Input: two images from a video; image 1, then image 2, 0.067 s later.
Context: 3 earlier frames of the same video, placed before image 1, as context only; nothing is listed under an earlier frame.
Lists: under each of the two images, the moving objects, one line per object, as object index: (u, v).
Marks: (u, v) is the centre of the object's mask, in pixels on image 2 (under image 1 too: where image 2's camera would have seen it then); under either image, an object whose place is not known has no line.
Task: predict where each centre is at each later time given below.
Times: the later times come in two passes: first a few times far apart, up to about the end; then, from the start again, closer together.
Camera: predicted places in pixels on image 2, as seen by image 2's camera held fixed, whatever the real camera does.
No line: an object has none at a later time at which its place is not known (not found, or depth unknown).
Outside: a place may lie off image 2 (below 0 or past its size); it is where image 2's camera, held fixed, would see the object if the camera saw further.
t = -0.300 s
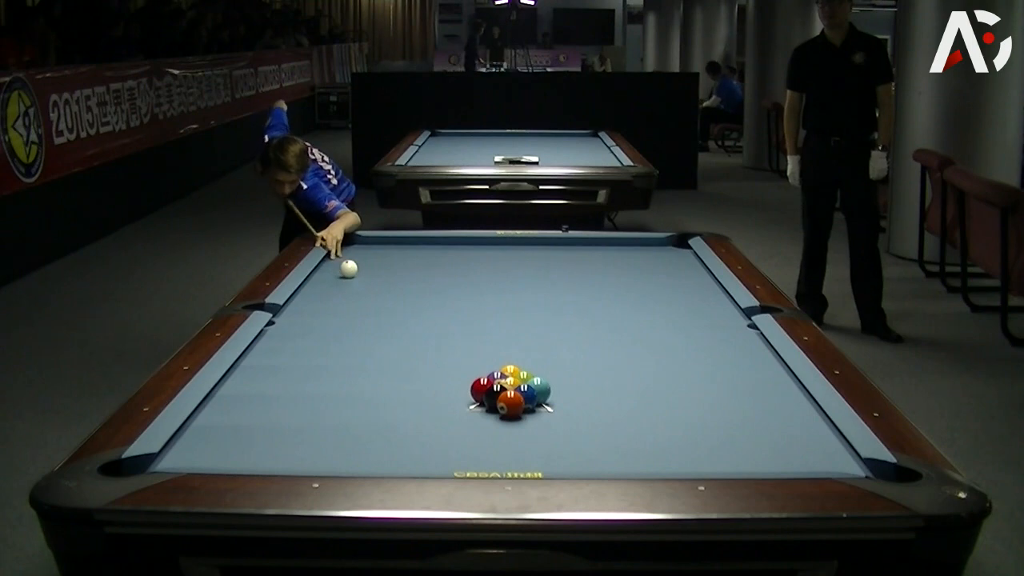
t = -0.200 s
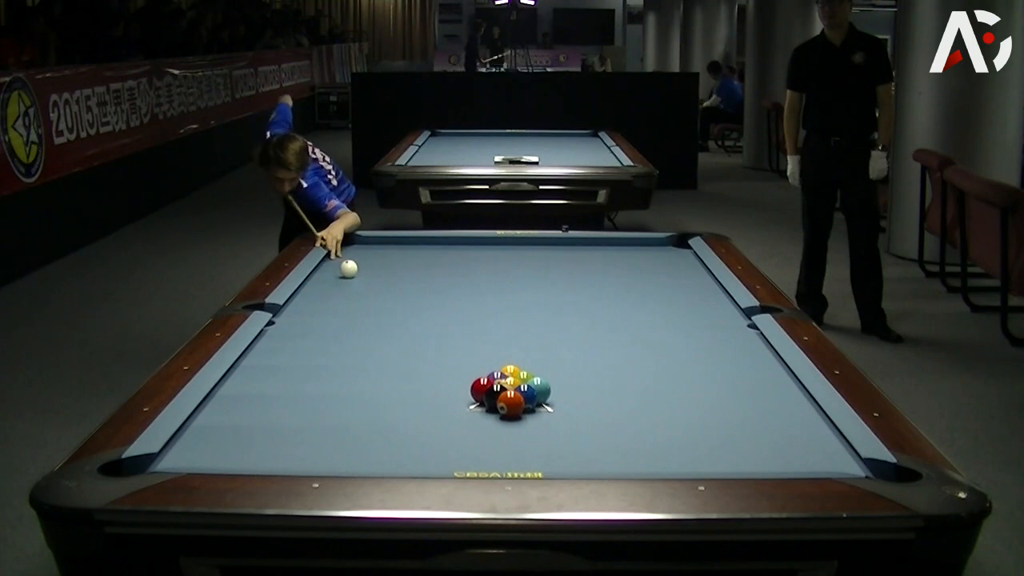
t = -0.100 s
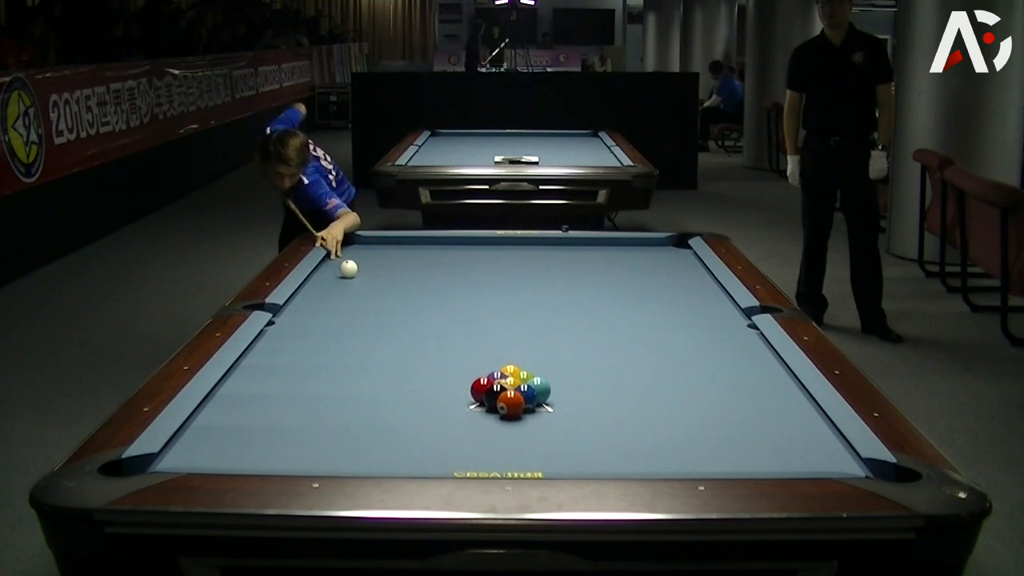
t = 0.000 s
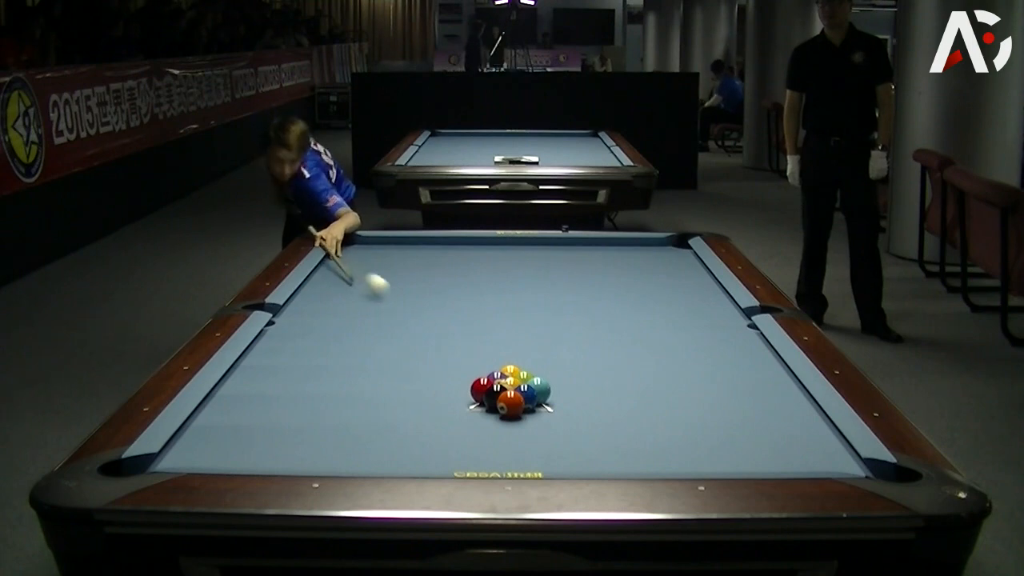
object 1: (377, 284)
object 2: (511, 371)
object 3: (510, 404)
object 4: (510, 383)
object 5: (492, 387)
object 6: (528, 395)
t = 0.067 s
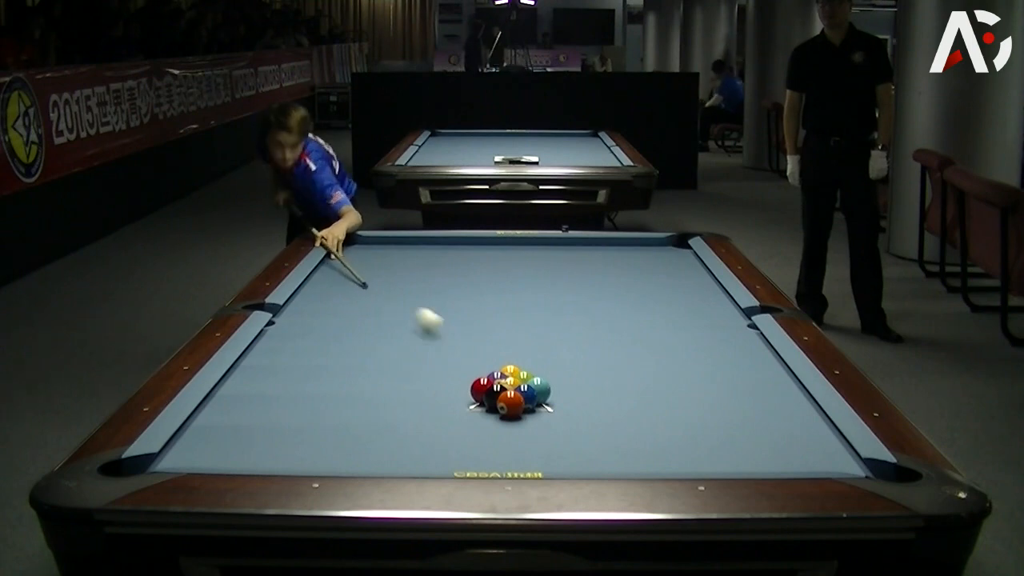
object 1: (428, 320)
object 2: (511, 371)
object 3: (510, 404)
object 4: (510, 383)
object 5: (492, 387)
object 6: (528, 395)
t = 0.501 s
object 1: (429, 357)
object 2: (609, 345)
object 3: (441, 442)
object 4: (500, 392)
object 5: (341, 439)
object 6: (557, 429)
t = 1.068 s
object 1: (375, 373)
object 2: (711, 306)
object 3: (544, 411)
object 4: (491, 394)
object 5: (291, 444)
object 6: (607, 462)
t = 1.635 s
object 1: (465, 353)
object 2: (667, 279)
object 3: (623, 386)
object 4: (491, 394)
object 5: (450, 446)
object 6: (631, 443)
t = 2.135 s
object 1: (551, 332)
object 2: (622, 261)
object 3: (678, 369)
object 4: (490, 395)
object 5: (581, 447)
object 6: (648, 427)
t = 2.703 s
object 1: (629, 312)
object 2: (580, 245)
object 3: (728, 353)
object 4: (490, 395)
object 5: (715, 448)
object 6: (662, 414)
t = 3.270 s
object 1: (690, 296)
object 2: (542, 245)
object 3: (751, 341)
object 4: (490, 395)
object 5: (833, 448)
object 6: (673, 405)
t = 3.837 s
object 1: (698, 285)
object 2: (507, 251)
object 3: (730, 335)
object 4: (490, 395)
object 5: (785, 449)
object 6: (681, 401)
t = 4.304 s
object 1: (676, 278)
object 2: (479, 256)
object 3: (717, 331)
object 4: (490, 395)
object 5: (750, 450)
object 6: (684, 399)
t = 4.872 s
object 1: (655, 272)
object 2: (450, 261)
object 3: (706, 328)
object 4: (490, 395)
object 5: (720, 451)
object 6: (685, 399)
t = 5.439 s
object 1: (641, 268)
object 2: (425, 266)
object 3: (701, 326)
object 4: (490, 394)
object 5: (703, 451)
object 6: (685, 399)
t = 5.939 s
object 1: (632, 265)
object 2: (408, 269)
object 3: (700, 326)
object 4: (491, 394)
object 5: (699, 451)
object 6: (685, 398)
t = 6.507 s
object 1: (626, 262)
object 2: (392, 272)
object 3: (700, 326)
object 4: (490, 395)
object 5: (699, 451)
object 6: (685, 398)
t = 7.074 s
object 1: (623, 262)
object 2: (382, 274)
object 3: (700, 326)
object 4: (490, 395)
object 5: (699, 451)
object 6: (685, 398)
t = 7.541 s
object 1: (623, 261)
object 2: (379, 275)
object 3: (700, 326)
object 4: (490, 395)
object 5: (699, 451)
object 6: (685, 398)
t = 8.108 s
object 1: (623, 261)
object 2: (379, 275)
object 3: (700, 326)
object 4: (490, 395)
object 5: (699, 451)
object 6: (685, 398)
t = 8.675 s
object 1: (623, 261)
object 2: (379, 275)
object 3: (700, 326)
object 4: (490, 395)
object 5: (699, 451)
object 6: (685, 399)
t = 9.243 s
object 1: (623, 261)
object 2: (378, 275)
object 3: (700, 326)
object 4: (490, 395)
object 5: (699, 451)
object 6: (685, 399)
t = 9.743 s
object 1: (623, 262)
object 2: (378, 275)
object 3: (700, 326)
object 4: (490, 395)
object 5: (699, 451)
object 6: (685, 398)
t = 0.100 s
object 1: (459, 341)
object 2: (511, 371)
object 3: (510, 404)
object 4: (510, 383)
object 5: (492, 387)
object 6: (528, 395)
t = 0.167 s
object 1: (494, 356)
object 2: (520, 368)
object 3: (499, 413)
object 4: (508, 388)
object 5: (487, 389)
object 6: (527, 400)
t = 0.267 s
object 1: (473, 342)
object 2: (553, 363)
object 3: (458, 449)
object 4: (506, 391)
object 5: (449, 418)
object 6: (537, 410)
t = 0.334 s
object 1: (459, 355)
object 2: (571, 359)
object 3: (430, 463)
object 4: (503, 391)
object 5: (427, 427)
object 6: (542, 416)
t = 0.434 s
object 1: (440, 353)
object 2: (594, 350)
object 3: (422, 446)
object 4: (501, 392)
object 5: (389, 439)
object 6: (551, 424)
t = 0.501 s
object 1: (429, 357)
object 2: (609, 345)
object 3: (441, 442)
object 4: (500, 392)
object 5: (341, 439)
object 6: (557, 429)
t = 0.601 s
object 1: (414, 358)
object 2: (629, 337)
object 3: (459, 430)
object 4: (497, 392)
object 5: (273, 438)
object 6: (566, 438)
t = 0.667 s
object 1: (406, 359)
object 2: (643, 332)
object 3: (475, 432)
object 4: (496, 393)
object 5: (230, 439)
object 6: (572, 444)
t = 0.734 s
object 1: (399, 360)
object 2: (655, 327)
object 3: (487, 429)
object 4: (495, 393)
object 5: (189, 440)
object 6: (579, 450)
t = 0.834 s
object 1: (391, 363)
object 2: (673, 320)
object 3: (505, 423)
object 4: (493, 393)
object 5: (218, 442)
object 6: (588, 458)
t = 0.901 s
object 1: (386, 366)
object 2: (685, 316)
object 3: (517, 420)
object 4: (492, 393)
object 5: (242, 442)
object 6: (595, 462)
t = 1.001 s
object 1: (380, 370)
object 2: (701, 310)
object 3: (533, 415)
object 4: (491, 394)
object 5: (272, 443)
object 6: (604, 464)
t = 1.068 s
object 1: (375, 373)
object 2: (711, 306)
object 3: (544, 411)
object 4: (491, 394)
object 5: (291, 444)
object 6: (607, 462)
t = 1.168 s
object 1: (369, 377)
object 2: (723, 300)
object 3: (559, 406)
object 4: (491, 394)
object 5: (320, 445)
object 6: (612, 460)
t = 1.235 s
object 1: (372, 377)
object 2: (713, 297)
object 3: (569, 403)
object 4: (491, 394)
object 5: (339, 445)
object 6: (615, 458)
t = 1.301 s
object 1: (392, 371)
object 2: (704, 294)
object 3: (579, 400)
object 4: (491, 394)
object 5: (358, 445)
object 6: (618, 456)
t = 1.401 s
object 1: (420, 360)
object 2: (693, 289)
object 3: (592, 396)
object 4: (491, 394)
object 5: (386, 445)
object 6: (622, 452)
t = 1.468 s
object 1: (433, 360)
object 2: (685, 286)
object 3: (601, 392)
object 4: (491, 394)
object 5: (405, 445)
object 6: (625, 449)
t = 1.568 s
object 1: (453, 356)
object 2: (674, 282)
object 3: (614, 389)
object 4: (491, 394)
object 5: (432, 446)
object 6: (629, 445)
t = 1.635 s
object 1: (465, 353)
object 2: (667, 279)
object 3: (623, 386)
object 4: (491, 394)
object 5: (450, 446)
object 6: (631, 443)
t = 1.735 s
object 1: (484, 348)
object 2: (658, 275)
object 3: (635, 382)
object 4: (491, 394)
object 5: (477, 447)
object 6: (635, 439)
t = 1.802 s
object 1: (496, 346)
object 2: (651, 273)
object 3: (643, 380)
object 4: (491, 394)
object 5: (495, 447)
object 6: (637, 437)
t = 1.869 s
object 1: (508, 342)
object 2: (645, 270)
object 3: (650, 378)
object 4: (491, 394)
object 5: (513, 447)
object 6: (640, 435)
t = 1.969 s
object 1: (525, 339)
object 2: (636, 267)
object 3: (661, 373)
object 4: (491, 394)
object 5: (539, 447)
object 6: (643, 432)
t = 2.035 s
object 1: (535, 336)
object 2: (630, 265)
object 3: (668, 372)
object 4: (491, 394)
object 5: (556, 447)
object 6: (645, 430)
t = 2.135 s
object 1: (551, 332)
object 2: (622, 261)
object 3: (678, 369)
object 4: (490, 395)
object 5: (581, 447)
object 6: (648, 427)
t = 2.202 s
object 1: (561, 329)
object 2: (616, 259)
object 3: (684, 366)
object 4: (490, 395)
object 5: (597, 447)
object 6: (650, 425)
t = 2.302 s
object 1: (576, 326)
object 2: (609, 256)
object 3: (694, 363)
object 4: (490, 395)
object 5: (622, 448)
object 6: (652, 423)
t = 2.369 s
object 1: (585, 323)
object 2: (603, 254)
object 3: (699, 361)
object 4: (490, 395)
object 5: (638, 448)
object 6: (654, 421)
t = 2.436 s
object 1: (594, 321)
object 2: (598, 252)
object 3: (706, 360)
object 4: (490, 395)
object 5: (653, 448)
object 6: (656, 419)
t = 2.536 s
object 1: (608, 318)
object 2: (591, 249)
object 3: (714, 357)
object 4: (490, 395)
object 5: (677, 448)
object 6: (658, 417)
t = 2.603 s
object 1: (616, 315)
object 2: (586, 247)
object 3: (720, 355)
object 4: (490, 395)
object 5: (692, 448)
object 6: (659, 416)
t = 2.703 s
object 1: (629, 312)
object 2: (580, 245)
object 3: (728, 353)
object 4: (490, 395)
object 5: (715, 448)
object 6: (662, 414)
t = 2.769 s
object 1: (637, 310)
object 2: (575, 243)
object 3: (733, 351)
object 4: (490, 395)
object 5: (729, 448)
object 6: (663, 413)
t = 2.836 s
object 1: (645, 308)
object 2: (571, 242)
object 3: (738, 349)
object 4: (490, 395)
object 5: (744, 448)
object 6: (665, 411)
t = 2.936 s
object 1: (656, 305)
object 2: (565, 240)
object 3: (745, 347)
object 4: (490, 395)
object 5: (765, 448)
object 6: (667, 410)
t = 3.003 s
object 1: (663, 303)
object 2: (560, 241)
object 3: (749, 345)
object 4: (490, 395)
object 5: (779, 448)
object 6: (668, 409)
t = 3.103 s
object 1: (674, 301)
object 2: (554, 243)
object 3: (756, 343)
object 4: (490, 395)
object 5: (800, 448)
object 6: (670, 408)
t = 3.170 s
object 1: (681, 299)
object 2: (549, 244)
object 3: (755, 342)
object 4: (490, 395)
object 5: (813, 448)
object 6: (671, 406)
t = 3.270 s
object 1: (690, 296)
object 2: (542, 245)
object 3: (751, 341)
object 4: (490, 395)
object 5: (833, 448)
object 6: (673, 405)
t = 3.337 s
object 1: (697, 295)
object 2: (538, 245)
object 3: (748, 340)
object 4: (490, 395)
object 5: (831, 448)
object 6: (674, 404)
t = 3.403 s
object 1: (703, 293)
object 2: (534, 246)
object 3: (745, 339)
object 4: (490, 395)
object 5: (825, 448)
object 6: (675, 404)
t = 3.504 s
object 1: (712, 291)
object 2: (527, 247)
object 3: (741, 338)
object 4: (490, 395)
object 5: (815, 449)
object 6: (676, 403)
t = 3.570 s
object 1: (714, 289)
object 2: (523, 248)
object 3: (739, 337)
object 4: (490, 395)
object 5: (808, 449)
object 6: (677, 402)
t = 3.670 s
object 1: (707, 288)
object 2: (517, 249)
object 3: (735, 336)
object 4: (490, 395)
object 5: (799, 449)
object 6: (679, 402)
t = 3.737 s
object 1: (704, 286)
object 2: (513, 250)
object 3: (733, 335)
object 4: (490, 395)
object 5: (793, 449)
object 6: (680, 401)
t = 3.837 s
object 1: (698, 285)
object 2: (507, 251)
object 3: (730, 335)
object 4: (490, 395)
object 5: (785, 449)
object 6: (681, 401)
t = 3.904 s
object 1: (695, 284)
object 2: (503, 251)
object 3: (727, 334)
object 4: (490, 395)
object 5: (779, 449)
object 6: (682, 400)
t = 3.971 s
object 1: (691, 283)
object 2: (498, 253)
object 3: (726, 333)
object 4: (490, 395)
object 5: (774, 449)
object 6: (682, 400)
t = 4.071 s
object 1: (687, 281)
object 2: (493, 253)
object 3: (723, 332)
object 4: (490, 395)
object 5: (766, 449)
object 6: (683, 399)
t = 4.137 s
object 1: (683, 280)
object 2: (489, 254)
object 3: (721, 332)
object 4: (490, 394)
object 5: (761, 449)
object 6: (683, 399)
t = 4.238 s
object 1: (679, 279)
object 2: (483, 255)
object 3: (718, 331)
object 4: (490, 394)
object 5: (754, 450)
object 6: (684, 399)
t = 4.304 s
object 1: (676, 278)
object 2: (479, 256)
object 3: (717, 331)
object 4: (490, 395)
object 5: (750, 450)
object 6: (684, 399)
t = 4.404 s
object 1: (672, 277)
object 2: (474, 257)
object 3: (714, 330)
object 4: (490, 394)
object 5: (744, 450)
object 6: (685, 399)
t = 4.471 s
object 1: (669, 276)
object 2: (470, 257)
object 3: (713, 329)
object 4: (490, 395)
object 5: (740, 450)
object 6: (685, 399)
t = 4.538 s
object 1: (667, 276)
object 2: (467, 258)
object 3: (712, 329)
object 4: (490, 394)
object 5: (736, 450)
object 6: (685, 399)
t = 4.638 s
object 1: (663, 275)
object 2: (462, 259)
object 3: (710, 328)
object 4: (490, 395)
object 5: (731, 450)
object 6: (685, 399)
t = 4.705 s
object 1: (661, 274)
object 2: (458, 260)
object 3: (709, 328)
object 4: (490, 395)
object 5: (728, 450)
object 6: (685, 398)
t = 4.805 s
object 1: (657, 273)
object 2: (453, 261)
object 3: (707, 328)
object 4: (490, 395)
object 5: (723, 451)
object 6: (685, 399)
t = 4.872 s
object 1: (655, 272)
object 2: (450, 261)
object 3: (706, 328)
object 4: (490, 395)
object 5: (720, 451)
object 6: (685, 399)
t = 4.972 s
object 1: (653, 271)
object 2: (445, 262)
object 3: (705, 327)
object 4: (490, 395)
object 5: (716, 451)
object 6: (685, 399)
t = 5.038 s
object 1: (651, 271)
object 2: (442, 262)
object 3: (704, 327)
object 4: (490, 395)
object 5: (714, 451)
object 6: (685, 399)
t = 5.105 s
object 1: (649, 270)
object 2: (439, 263)
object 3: (703, 327)
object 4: (490, 395)
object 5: (712, 451)
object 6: (685, 398)
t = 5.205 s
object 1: (646, 269)
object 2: (435, 264)
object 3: (702, 327)
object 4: (490, 395)
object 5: (709, 451)
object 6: (685, 399)
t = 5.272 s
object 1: (644, 269)
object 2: (432, 265)
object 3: (702, 326)
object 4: (490, 395)
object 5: (707, 451)
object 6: (685, 399)
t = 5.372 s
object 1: (642, 268)
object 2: (428, 266)
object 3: (701, 326)
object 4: (490, 394)
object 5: (704, 451)
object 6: (685, 398)
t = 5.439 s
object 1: (641, 268)
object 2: (425, 266)
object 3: (701, 326)
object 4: (490, 394)
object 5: (703, 451)
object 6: (685, 399)
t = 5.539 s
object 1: (639, 267)
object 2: (421, 267)
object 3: (700, 326)
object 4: (490, 394)
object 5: (701, 451)
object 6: (685, 398)
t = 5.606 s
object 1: (638, 267)
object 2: (419, 267)
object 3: (700, 326)
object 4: (489, 395)
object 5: (700, 451)
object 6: (685, 399)
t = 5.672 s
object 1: (636, 266)
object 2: (416, 268)
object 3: (700, 326)
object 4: (489, 396)
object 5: (700, 451)
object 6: (685, 398)
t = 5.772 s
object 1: (634, 265)
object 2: (413, 268)
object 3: (700, 326)
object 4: (490, 395)
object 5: (700, 451)
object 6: (685, 398)
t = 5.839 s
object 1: (633, 265)
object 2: (411, 269)
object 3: (700, 326)
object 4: (490, 395)
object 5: (699, 451)
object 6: (685, 398)
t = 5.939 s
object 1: (632, 265)
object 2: (408, 269)
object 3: (700, 326)
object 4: (491, 394)
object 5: (699, 451)
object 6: (685, 398)
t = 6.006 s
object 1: (631, 264)
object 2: (405, 269)
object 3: (700, 326)
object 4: (491, 394)
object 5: (699, 451)
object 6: (685, 399)
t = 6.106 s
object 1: (630, 264)
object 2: (403, 270)
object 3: (700, 326)
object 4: (490, 395)
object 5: (699, 451)
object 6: (685, 398)
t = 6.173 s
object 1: (629, 263)
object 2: (400, 270)
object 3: (700, 326)
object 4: (490, 395)
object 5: (699, 451)
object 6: (685, 398)
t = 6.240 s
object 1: (628, 263)
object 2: (399, 271)
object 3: (700, 326)
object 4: (490, 395)
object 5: (699, 451)
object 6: (685, 399)
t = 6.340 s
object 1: (627, 263)
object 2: (396, 272)
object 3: (700, 326)
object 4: (490, 394)
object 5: (699, 451)
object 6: (685, 398)
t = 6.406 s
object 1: (627, 263)
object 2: (395, 272)
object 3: (700, 326)
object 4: (491, 397)
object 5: (699, 451)
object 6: (685, 398)
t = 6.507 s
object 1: (626, 262)
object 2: (392, 272)
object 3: (700, 326)
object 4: (490, 395)
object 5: (699, 451)
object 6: (685, 398)
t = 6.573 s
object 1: (625, 262)
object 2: (391, 273)
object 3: (700, 326)
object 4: (490, 395)
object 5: (699, 451)
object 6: (685, 398)
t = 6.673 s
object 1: (625, 262)
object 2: (389, 273)
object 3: (700, 326)
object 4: (493, 398)
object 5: (699, 451)
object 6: (685, 398)
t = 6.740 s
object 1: (624, 262)
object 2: (388, 273)
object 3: (700, 326)
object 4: (493, 398)
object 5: (699, 451)
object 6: (685, 398)
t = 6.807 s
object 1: (624, 262)
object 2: (386, 273)
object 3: (700, 326)
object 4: (492, 397)
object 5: (699, 451)
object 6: (685, 398)
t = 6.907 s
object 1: (624, 262)
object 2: (385, 274)
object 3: (700, 326)
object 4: (490, 395)
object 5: (699, 451)
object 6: (685, 398)
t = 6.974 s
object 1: (623, 262)
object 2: (384, 274)
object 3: (700, 326)
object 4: (490, 395)
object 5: (699, 451)
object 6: (685, 399)
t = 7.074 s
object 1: (623, 262)
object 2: (382, 274)
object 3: (700, 326)
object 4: (490, 395)
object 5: (699, 451)
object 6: (685, 398)
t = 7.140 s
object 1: (623, 261)
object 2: (382, 274)
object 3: (700, 326)
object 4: (490, 395)
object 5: (699, 451)
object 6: (685, 398)
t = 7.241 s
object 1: (623, 261)
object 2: (381, 275)
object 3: (700, 326)
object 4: (490, 395)
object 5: (699, 451)
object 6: (685, 398)
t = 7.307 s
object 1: (623, 261)
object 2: (380, 275)
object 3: (700, 326)
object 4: (490, 395)
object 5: (699, 451)
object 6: (685, 398)
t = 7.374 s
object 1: (623, 261)
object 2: (380, 275)
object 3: (700, 326)
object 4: (490, 395)
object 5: (699, 451)
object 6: (685, 399)
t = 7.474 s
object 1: (623, 261)
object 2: (380, 275)
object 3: (700, 326)
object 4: (490, 395)
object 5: (699, 451)
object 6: (685, 399)
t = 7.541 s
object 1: (623, 261)
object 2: (379, 275)
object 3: (700, 326)
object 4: (490, 395)
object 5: (699, 451)
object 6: (685, 398)
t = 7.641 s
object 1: (623, 261)
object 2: (379, 275)
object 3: (700, 326)
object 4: (490, 395)
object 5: (699, 451)
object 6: (685, 398)
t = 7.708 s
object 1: (623, 261)
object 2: (379, 275)
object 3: (700, 326)
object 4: (490, 395)
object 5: (699, 451)
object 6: (685, 398)
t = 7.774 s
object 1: (623, 261)
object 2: (379, 275)
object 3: (700, 326)
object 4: (490, 395)
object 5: (699, 451)
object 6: (685, 398)
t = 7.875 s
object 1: (623, 261)
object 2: (379, 275)
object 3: (700, 326)
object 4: (490, 395)
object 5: (699, 451)
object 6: (685, 399)
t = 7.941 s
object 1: (623, 261)
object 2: (379, 275)
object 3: (700, 326)
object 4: (490, 395)
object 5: (699, 451)
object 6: (685, 398)
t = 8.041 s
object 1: (623, 261)
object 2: (379, 275)
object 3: (700, 326)
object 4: (490, 395)
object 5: (699, 451)
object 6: (685, 398)
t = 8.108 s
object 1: (623, 261)
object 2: (379, 275)
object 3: (700, 326)
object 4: (490, 395)
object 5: (699, 451)
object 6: (685, 398)
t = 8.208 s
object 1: (623, 261)
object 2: (378, 275)
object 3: (700, 326)
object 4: (490, 395)
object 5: (699, 451)
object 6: (685, 399)
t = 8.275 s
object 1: (623, 261)
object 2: (379, 275)
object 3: (700, 326)
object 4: (490, 395)
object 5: (699, 451)
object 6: (685, 398)
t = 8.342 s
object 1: (623, 261)
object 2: (379, 275)
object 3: (700, 326)
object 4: (490, 395)
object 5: (699, 452)
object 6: (685, 399)
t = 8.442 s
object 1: (623, 261)
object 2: (379, 275)
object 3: (700, 326)
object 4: (490, 395)
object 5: (699, 451)
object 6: (685, 398)
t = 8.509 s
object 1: (623, 261)
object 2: (379, 275)
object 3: (700, 326)
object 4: (490, 395)
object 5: (699, 451)
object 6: (685, 399)
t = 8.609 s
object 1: (623, 261)
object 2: (379, 275)
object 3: (700, 326)
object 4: (490, 395)
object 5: (699, 451)
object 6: (685, 399)
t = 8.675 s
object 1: (623, 261)
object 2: (379, 275)
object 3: (700, 326)
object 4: (490, 395)
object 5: (699, 451)
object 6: (685, 399)
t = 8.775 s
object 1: (623, 261)
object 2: (379, 275)
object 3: (700, 326)
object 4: (490, 395)
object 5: (699, 451)
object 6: (685, 398)
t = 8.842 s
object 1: (623, 261)
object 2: (379, 275)
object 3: (700, 326)
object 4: (490, 395)
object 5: (699, 451)
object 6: (685, 398)
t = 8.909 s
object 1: (623, 261)
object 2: (379, 275)
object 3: (700, 326)
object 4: (490, 395)
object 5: (699, 451)
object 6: (685, 398)
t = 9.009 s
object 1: (623, 261)
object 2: (379, 275)
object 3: (700, 326)
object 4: (490, 395)
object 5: (699, 451)
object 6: (685, 398)
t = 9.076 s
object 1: (623, 261)
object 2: (379, 275)
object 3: (700, 326)
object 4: (490, 395)
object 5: (699, 451)
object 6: (685, 398)
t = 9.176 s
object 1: (623, 261)
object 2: (379, 275)
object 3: (700, 326)
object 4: (490, 395)
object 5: (699, 451)
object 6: (685, 398)
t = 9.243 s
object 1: (623, 261)
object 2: (378, 275)
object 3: (700, 326)
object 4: (490, 395)
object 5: (699, 451)
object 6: (685, 399)
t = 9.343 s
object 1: (623, 261)
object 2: (379, 275)
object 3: (700, 326)
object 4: (490, 395)
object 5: (699, 451)
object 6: (685, 399)
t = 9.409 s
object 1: (623, 261)
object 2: (379, 275)
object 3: (700, 326)
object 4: (490, 395)
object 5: (699, 451)
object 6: (685, 398)
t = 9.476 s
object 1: (623, 261)
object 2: (378, 275)
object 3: (700, 326)
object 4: (490, 395)
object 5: (699, 451)
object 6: (685, 398)
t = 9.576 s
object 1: (623, 261)
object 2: (379, 275)
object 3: (700, 326)
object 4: (490, 395)
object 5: (699, 451)
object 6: (685, 399)
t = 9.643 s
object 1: (623, 261)
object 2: (379, 275)
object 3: (700, 326)
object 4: (490, 395)
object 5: (699, 451)
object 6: (685, 398)
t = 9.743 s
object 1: (623, 262)
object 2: (378, 275)
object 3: (700, 326)
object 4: (490, 395)
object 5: (699, 451)
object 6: (685, 398)
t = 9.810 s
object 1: (623, 262)
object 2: (378, 275)
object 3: (700, 326)
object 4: (490, 395)
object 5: (699, 451)
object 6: (685, 399)
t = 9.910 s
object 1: (623, 262)
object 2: (378, 275)
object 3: (700, 326)
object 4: (490, 395)
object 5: (699, 451)
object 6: (685, 399)
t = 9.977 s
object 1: (623, 262)
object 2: (378, 275)
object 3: (700, 326)
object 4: (491, 394)
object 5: (699, 451)
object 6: (685, 399)
